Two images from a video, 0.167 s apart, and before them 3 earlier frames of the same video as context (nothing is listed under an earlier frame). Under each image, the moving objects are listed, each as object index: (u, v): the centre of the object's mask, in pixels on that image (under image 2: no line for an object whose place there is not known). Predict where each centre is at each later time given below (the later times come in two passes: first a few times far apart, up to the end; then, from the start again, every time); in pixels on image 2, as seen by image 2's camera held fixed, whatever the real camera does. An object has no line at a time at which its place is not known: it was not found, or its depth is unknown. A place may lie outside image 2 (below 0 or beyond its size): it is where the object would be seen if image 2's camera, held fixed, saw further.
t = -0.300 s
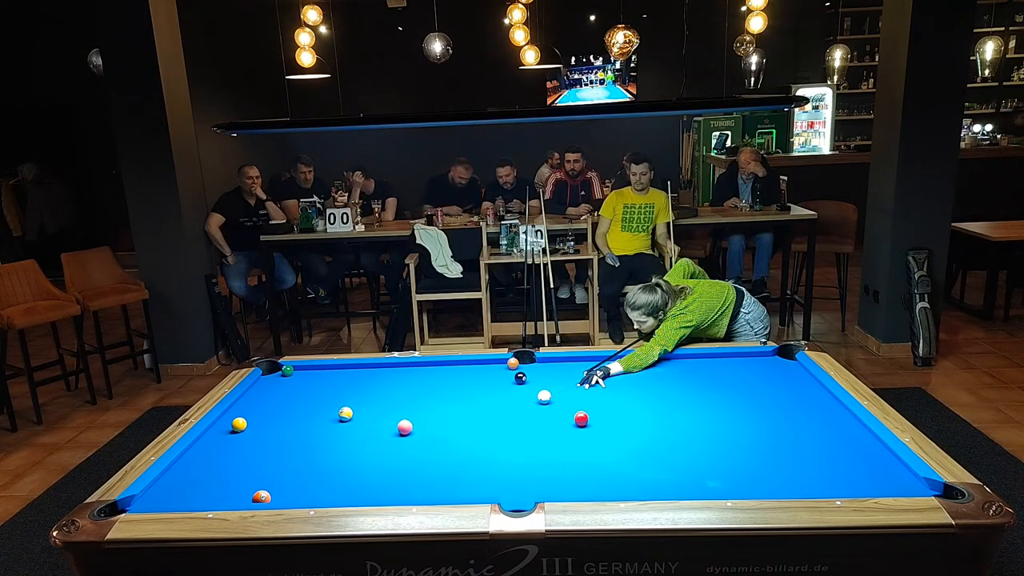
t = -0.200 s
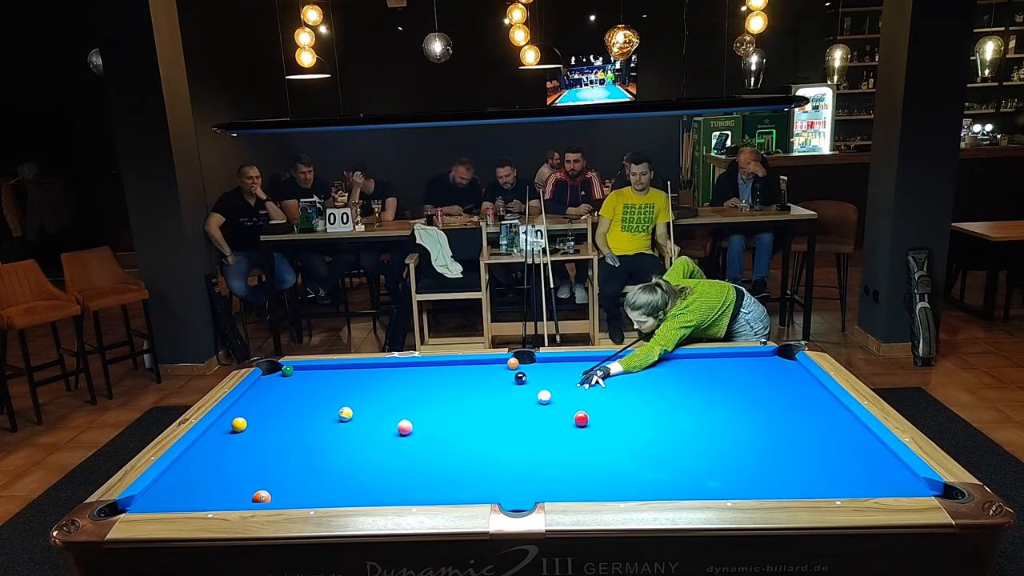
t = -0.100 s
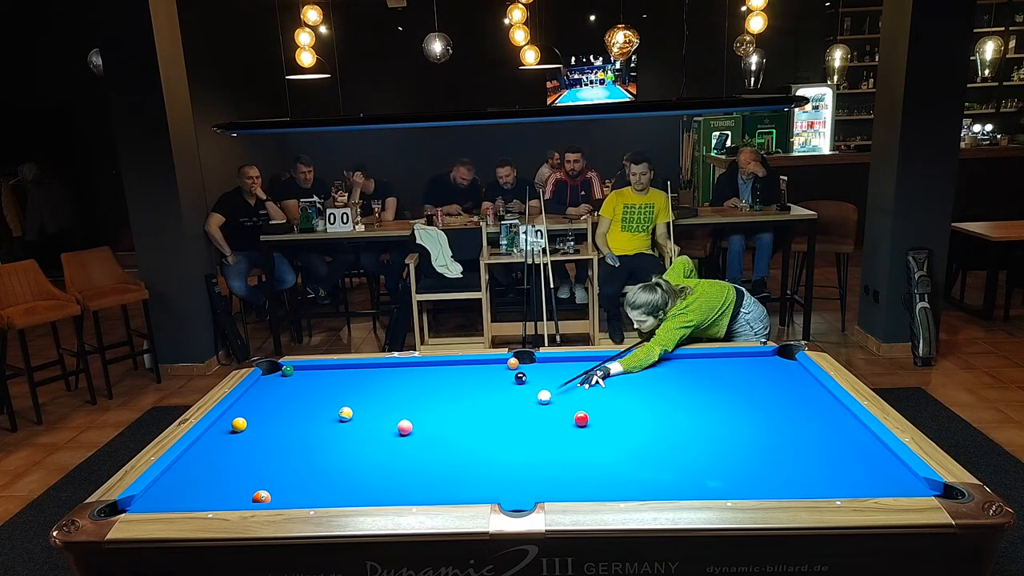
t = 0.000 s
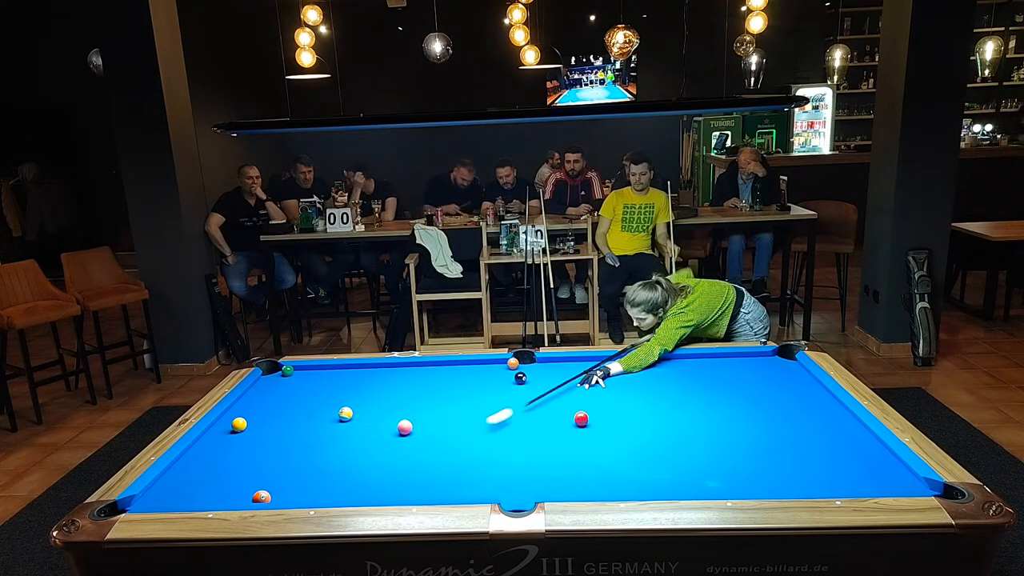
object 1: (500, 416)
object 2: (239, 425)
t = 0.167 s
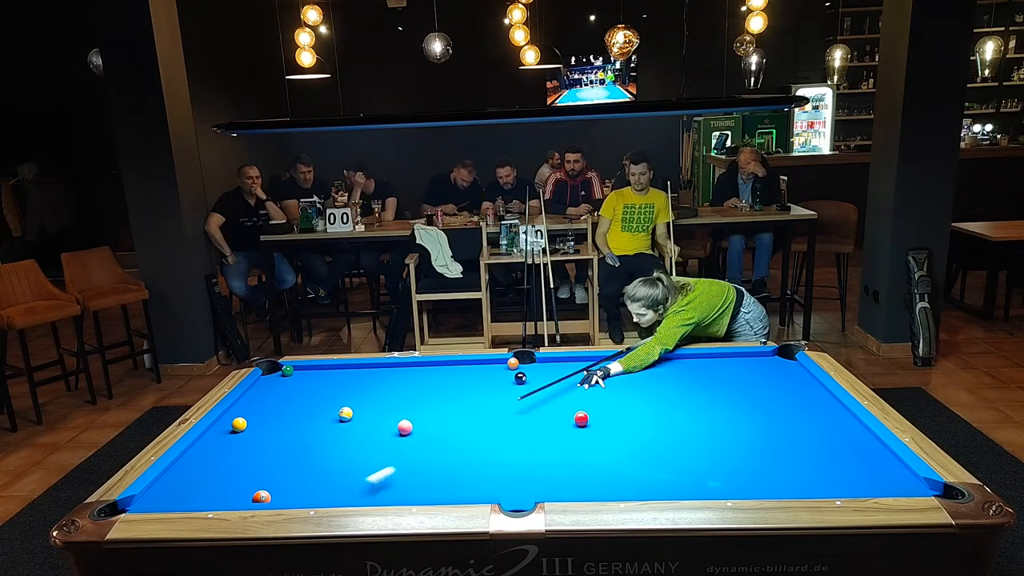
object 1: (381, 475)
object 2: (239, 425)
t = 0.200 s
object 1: (353, 489)
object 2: (239, 425)
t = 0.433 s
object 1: (282, 447)
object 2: (239, 425)
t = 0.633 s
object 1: (254, 424)
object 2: (222, 420)
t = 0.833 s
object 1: (276, 413)
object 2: (249, 413)
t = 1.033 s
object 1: (307, 404)
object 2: (259, 407)
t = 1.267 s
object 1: (336, 395)
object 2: (269, 401)
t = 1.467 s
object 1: (360, 387)
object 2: (277, 396)
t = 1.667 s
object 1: (382, 380)
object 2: (285, 391)
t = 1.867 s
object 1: (402, 373)
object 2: (291, 387)
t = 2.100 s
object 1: (424, 366)
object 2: (298, 383)
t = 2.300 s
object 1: (442, 365)
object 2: (303, 379)
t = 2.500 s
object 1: (461, 367)
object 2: (308, 376)
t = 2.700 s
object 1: (479, 369)
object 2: (313, 373)
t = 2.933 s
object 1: (500, 371)
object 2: (317, 371)
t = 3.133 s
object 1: (517, 370)
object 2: (321, 368)
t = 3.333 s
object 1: (535, 373)
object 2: (322, 368)
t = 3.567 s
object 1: (554, 373)
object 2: (323, 369)
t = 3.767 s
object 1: (570, 374)
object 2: (323, 370)
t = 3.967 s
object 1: (585, 374)
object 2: (324, 370)
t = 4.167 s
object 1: (599, 374)
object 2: (324, 370)
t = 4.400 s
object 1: (615, 375)
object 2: (324, 371)
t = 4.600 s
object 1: (628, 375)
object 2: (324, 371)
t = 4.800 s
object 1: (640, 375)
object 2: (324, 371)
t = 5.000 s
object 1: (651, 376)
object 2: (324, 371)
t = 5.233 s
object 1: (664, 376)
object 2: (324, 371)
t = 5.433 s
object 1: (673, 376)
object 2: (324, 371)
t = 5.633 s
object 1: (682, 376)
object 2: (324, 371)
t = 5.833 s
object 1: (691, 376)
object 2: (324, 371)
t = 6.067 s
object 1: (699, 376)
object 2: (324, 371)
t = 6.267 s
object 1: (706, 377)
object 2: (324, 371)
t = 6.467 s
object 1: (712, 377)
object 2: (324, 371)
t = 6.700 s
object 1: (718, 377)
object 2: (324, 371)
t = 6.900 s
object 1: (722, 377)
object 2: (324, 371)
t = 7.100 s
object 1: (724, 377)
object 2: (324, 371)
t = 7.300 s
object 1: (727, 377)
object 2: (324, 371)
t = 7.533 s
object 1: (729, 377)
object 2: (324, 371)
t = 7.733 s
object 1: (730, 377)
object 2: (324, 371)
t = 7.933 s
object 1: (730, 377)
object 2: (324, 371)
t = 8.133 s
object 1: (730, 377)
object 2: (324, 371)
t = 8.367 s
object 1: (730, 377)
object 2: (324, 371)
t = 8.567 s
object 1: (730, 377)
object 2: (324, 371)
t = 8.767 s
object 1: (731, 377)
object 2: (324, 371)
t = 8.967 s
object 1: (731, 377)
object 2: (324, 371)
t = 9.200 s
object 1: (731, 377)
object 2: (324, 371)
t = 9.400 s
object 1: (731, 377)
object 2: (324, 371)
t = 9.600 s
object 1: (731, 377)
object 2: (324, 371)
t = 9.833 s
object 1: (731, 377)
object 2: (324, 371)
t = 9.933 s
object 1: (731, 377)
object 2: (324, 371)
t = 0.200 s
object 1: (353, 489)
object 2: (239, 425)
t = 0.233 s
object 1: (333, 492)
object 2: (239, 425)
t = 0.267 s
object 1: (323, 483)
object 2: (239, 425)
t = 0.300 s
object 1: (315, 475)
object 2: (239, 425)
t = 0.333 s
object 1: (306, 467)
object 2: (239, 425)
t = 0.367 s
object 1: (298, 460)
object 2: (239, 425)
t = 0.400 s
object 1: (290, 453)
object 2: (239, 425)
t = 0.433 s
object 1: (282, 447)
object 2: (239, 425)
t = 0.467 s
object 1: (274, 441)
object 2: (239, 425)
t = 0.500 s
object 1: (266, 436)
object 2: (239, 425)
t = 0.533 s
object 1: (258, 431)
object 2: (239, 425)
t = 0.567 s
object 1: (252, 427)
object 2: (238, 424)
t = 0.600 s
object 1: (251, 425)
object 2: (231, 421)
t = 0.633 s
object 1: (254, 424)
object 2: (222, 420)
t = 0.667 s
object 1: (256, 422)
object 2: (227, 418)
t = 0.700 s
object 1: (258, 420)
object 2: (235, 417)
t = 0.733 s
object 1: (259, 418)
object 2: (243, 416)
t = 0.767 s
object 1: (263, 416)
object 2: (248, 416)
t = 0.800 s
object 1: (270, 415)
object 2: (248, 414)
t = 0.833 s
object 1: (276, 413)
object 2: (249, 413)
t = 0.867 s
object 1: (282, 412)
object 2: (251, 412)
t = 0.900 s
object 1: (288, 410)
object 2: (252, 411)
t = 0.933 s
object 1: (293, 409)
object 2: (254, 410)
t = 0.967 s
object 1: (298, 407)
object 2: (256, 409)
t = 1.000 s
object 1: (302, 406)
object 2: (257, 408)
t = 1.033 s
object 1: (307, 404)
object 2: (259, 407)
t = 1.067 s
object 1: (311, 403)
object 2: (260, 406)
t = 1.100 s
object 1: (316, 401)
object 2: (262, 405)
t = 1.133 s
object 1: (320, 400)
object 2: (263, 404)
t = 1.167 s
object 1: (324, 398)
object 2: (265, 403)
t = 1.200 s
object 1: (328, 397)
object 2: (266, 402)
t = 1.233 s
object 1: (332, 396)
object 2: (268, 402)
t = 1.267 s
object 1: (336, 395)
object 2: (269, 401)
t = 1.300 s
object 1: (341, 393)
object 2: (271, 400)
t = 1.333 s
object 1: (344, 392)
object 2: (272, 399)
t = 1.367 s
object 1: (348, 391)
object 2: (273, 398)
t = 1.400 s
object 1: (352, 389)
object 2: (275, 397)
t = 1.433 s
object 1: (356, 388)
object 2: (276, 397)
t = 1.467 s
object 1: (360, 387)
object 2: (277, 396)
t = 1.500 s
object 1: (364, 386)
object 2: (279, 395)
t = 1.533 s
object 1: (367, 385)
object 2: (280, 394)
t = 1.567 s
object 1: (371, 383)
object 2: (281, 393)
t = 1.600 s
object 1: (375, 382)
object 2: (282, 392)
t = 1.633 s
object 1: (378, 381)
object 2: (283, 392)
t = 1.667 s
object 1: (382, 380)
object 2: (285, 391)
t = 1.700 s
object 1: (385, 379)
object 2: (286, 390)
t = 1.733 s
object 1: (388, 378)
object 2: (287, 390)
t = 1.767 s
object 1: (392, 377)
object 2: (288, 389)
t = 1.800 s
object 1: (395, 375)
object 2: (289, 388)
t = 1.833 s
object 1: (399, 374)
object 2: (290, 388)
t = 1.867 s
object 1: (402, 373)
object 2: (291, 387)
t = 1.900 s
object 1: (405, 372)
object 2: (292, 386)
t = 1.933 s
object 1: (408, 371)
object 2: (293, 386)
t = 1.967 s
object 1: (412, 370)
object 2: (294, 385)
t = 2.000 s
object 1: (415, 369)
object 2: (295, 384)
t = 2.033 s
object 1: (418, 368)
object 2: (296, 384)
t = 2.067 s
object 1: (421, 367)
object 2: (297, 383)
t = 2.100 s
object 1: (424, 366)
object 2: (298, 383)
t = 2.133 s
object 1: (427, 365)
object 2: (299, 382)
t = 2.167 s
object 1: (430, 364)
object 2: (300, 381)
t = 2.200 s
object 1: (433, 364)
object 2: (301, 381)
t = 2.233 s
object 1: (436, 364)
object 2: (302, 380)
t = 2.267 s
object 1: (439, 365)
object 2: (303, 380)
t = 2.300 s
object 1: (442, 365)
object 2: (303, 379)
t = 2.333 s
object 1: (445, 365)
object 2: (304, 378)
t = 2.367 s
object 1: (448, 366)
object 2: (305, 378)
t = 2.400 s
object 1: (452, 366)
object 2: (306, 377)
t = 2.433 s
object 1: (455, 366)
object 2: (306, 377)
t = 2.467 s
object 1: (458, 366)
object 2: (307, 377)
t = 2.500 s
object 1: (461, 367)
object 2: (308, 376)
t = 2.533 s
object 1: (464, 367)
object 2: (309, 375)
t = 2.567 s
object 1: (467, 367)
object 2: (310, 375)
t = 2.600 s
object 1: (470, 368)
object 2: (310, 374)
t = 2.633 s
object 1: (473, 368)
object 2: (311, 374)
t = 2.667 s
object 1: (476, 368)
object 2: (312, 374)
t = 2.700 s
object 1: (479, 369)
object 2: (313, 373)
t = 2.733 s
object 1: (482, 369)
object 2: (313, 373)
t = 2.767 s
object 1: (485, 369)
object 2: (314, 372)
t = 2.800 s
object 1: (489, 369)
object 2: (315, 372)
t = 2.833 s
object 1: (491, 370)
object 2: (315, 372)
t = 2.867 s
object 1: (494, 370)
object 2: (316, 371)
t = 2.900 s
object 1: (497, 370)
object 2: (317, 371)
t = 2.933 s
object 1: (500, 371)
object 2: (317, 371)
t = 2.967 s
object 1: (503, 371)
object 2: (318, 370)
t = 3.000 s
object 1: (506, 371)
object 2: (318, 370)
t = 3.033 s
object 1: (509, 371)
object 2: (319, 369)
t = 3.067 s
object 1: (512, 371)
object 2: (320, 369)
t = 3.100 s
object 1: (514, 371)
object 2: (320, 369)
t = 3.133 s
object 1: (517, 370)
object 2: (321, 368)
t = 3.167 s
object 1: (521, 370)
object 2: (321, 368)
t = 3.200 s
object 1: (525, 371)
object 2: (322, 368)
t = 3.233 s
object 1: (527, 372)
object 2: (322, 368)
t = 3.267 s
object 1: (530, 372)
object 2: (322, 368)
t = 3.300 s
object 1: (532, 372)
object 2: (322, 368)
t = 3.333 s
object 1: (535, 373)
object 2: (322, 368)
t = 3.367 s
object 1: (538, 373)
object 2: (322, 368)
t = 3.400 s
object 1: (541, 373)
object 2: (322, 368)
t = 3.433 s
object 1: (543, 373)
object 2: (323, 368)
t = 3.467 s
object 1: (546, 373)
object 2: (323, 369)
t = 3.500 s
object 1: (549, 373)
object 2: (323, 369)
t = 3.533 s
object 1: (552, 373)
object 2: (323, 369)
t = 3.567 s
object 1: (554, 373)
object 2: (323, 369)
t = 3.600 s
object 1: (557, 373)
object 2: (323, 369)
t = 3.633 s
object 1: (560, 374)
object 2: (323, 369)
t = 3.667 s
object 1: (562, 374)
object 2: (323, 369)
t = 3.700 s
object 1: (565, 374)
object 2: (323, 369)
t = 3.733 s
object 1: (567, 374)
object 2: (323, 369)
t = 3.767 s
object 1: (570, 374)
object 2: (323, 370)
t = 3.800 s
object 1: (572, 374)
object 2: (323, 370)
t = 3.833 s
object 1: (575, 374)
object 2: (323, 370)
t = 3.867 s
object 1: (577, 374)
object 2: (324, 370)
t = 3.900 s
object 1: (580, 374)
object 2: (324, 370)
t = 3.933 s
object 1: (582, 374)
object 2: (324, 370)
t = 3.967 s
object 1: (585, 374)
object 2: (324, 370)
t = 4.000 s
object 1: (587, 374)
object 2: (324, 370)
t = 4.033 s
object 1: (590, 374)
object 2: (324, 370)
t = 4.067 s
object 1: (592, 374)
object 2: (324, 370)
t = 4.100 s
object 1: (595, 374)
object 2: (324, 370)
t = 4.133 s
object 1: (597, 374)
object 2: (324, 370)
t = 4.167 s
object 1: (599, 374)
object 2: (324, 370)
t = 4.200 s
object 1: (602, 374)
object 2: (324, 371)
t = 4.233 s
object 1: (604, 374)
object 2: (324, 371)
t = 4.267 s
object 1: (606, 375)
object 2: (324, 371)
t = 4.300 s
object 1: (608, 375)
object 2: (324, 371)
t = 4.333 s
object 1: (611, 375)
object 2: (324, 371)
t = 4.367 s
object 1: (613, 375)
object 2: (324, 371)
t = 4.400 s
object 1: (615, 375)
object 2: (324, 371)
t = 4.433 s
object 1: (617, 375)
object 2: (324, 371)
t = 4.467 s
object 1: (620, 375)
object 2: (324, 371)
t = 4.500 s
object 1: (622, 375)
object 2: (324, 371)
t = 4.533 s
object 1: (624, 375)
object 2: (324, 371)
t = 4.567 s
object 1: (626, 375)
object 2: (324, 371)
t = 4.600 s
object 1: (628, 375)
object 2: (324, 371)
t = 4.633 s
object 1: (630, 375)
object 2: (324, 371)
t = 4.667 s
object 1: (632, 375)
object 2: (324, 371)
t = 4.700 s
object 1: (634, 375)
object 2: (324, 371)
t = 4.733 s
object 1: (636, 375)
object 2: (324, 371)
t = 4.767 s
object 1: (638, 375)
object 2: (324, 371)
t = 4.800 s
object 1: (640, 375)
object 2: (324, 371)
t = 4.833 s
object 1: (642, 375)
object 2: (324, 371)
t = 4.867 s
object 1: (644, 375)
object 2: (324, 371)
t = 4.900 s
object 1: (646, 375)
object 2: (324, 371)
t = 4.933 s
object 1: (648, 376)
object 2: (324, 371)
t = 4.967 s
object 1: (650, 376)
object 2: (324, 371)
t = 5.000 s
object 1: (651, 376)
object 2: (324, 371)
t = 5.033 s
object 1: (653, 376)
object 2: (324, 371)
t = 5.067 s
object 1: (655, 376)
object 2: (324, 371)
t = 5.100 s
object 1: (657, 376)
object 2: (324, 371)
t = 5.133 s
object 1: (659, 376)
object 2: (324, 371)
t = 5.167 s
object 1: (660, 376)
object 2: (324, 371)
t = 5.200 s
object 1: (662, 376)
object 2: (324, 371)
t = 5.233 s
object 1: (664, 376)
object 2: (324, 371)
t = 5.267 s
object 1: (665, 376)
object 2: (324, 371)
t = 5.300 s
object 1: (667, 376)
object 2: (324, 371)
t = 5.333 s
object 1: (669, 376)
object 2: (324, 371)
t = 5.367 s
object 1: (670, 376)
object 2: (324, 371)
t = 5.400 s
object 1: (672, 376)
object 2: (324, 371)
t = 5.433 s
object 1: (673, 376)
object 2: (324, 371)
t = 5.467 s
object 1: (675, 376)
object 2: (324, 371)
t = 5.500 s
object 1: (677, 376)
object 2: (324, 371)
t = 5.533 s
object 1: (678, 376)
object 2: (324, 371)
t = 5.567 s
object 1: (679, 376)
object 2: (324, 371)
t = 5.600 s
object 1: (681, 376)
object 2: (324, 371)
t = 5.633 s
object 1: (682, 376)
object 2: (324, 371)
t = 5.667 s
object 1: (684, 376)
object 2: (324, 371)
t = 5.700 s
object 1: (685, 376)
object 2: (324, 371)
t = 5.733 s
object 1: (687, 376)
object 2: (324, 371)
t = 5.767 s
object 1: (688, 376)
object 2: (324, 371)
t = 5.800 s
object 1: (689, 376)
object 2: (324, 371)
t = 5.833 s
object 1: (691, 376)
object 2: (324, 371)
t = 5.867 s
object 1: (692, 376)
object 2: (324, 371)
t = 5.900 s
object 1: (693, 376)
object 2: (324, 371)
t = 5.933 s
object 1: (694, 376)
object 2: (324, 371)
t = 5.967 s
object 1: (696, 377)
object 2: (324, 371)
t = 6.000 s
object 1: (697, 376)
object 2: (324, 371)
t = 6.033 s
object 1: (698, 377)
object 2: (324, 371)
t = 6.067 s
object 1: (699, 376)
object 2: (324, 371)
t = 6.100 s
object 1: (700, 377)
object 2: (324, 371)
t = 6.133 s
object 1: (702, 377)
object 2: (324, 371)
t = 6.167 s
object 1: (703, 377)
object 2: (324, 371)
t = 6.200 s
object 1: (704, 377)
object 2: (324, 371)
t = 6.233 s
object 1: (705, 377)
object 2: (324, 371)
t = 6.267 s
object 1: (706, 377)
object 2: (324, 371)
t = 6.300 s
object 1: (707, 377)
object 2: (324, 371)
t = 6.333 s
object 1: (708, 377)
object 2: (324, 371)
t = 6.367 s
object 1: (709, 377)
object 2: (324, 371)
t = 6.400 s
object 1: (710, 377)
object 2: (324, 371)
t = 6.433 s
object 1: (711, 377)
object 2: (324, 371)
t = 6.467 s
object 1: (712, 377)
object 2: (324, 371)
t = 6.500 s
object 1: (713, 377)
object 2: (324, 371)
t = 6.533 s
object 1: (714, 377)
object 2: (324, 371)
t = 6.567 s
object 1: (714, 377)
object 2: (324, 371)
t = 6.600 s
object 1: (715, 377)
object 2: (324, 371)
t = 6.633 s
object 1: (716, 377)
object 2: (324, 371)
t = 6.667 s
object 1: (717, 377)
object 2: (324, 371)
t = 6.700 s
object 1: (718, 377)
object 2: (324, 371)
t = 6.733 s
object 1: (718, 377)
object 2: (324, 371)
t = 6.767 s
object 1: (719, 377)
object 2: (324, 371)
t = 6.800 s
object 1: (720, 377)
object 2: (324, 371)
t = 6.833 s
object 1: (720, 377)
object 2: (324, 371)
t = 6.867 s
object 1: (721, 377)
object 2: (324, 371)
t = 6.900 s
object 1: (722, 377)
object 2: (324, 371)
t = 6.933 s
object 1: (722, 377)
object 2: (324, 371)
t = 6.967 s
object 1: (723, 377)
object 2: (324, 371)
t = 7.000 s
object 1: (723, 377)
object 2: (324, 371)
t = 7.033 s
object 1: (724, 377)
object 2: (324, 371)
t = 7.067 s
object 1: (724, 377)
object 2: (324, 371)
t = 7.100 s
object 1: (724, 377)
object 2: (324, 371)
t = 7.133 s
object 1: (725, 377)
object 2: (324, 371)
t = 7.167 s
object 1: (726, 377)
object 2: (324, 371)
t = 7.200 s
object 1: (726, 377)
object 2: (324, 371)
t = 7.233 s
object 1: (726, 377)
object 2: (324, 371)
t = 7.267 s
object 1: (727, 377)
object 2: (324, 371)
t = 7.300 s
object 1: (727, 377)
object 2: (324, 371)
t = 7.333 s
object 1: (728, 377)
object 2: (324, 371)
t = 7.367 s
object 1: (728, 377)
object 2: (324, 371)
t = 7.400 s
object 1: (728, 377)
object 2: (324, 371)
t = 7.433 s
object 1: (728, 377)
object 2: (324, 371)
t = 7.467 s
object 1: (729, 377)
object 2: (324, 371)
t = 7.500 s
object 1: (729, 377)
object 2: (324, 371)
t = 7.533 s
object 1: (729, 377)
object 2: (324, 371)
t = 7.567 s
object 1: (729, 377)
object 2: (324, 371)
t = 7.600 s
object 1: (729, 377)
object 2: (324, 371)
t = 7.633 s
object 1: (730, 377)
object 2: (324, 371)
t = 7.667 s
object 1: (730, 377)
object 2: (324, 371)
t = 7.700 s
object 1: (730, 377)
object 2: (324, 371)
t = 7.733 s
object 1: (730, 377)
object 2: (324, 371)
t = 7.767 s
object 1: (730, 377)
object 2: (324, 371)
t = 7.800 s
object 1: (730, 377)
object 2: (324, 371)
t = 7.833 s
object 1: (730, 377)
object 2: (324, 371)
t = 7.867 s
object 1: (730, 377)
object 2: (324, 371)
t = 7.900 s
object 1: (730, 377)
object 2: (324, 371)
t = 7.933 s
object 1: (730, 377)
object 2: (324, 371)
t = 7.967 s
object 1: (730, 377)
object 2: (324, 371)
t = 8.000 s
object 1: (730, 377)
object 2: (324, 371)
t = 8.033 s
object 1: (730, 377)
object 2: (324, 371)
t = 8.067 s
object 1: (730, 377)
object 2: (324, 371)
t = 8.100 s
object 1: (730, 377)
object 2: (324, 371)
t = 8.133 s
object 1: (730, 377)
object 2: (324, 371)
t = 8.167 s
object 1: (730, 377)
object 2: (324, 371)
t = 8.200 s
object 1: (730, 377)
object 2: (324, 371)
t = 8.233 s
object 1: (730, 377)
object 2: (324, 371)
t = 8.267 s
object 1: (730, 377)
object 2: (324, 371)
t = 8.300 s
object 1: (730, 377)
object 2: (324, 371)
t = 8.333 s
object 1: (730, 377)
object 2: (324, 371)
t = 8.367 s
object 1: (730, 377)
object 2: (324, 371)
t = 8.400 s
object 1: (730, 377)
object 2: (324, 371)
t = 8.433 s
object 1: (730, 377)
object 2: (324, 371)
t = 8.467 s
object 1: (730, 377)
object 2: (324, 371)
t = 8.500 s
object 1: (730, 377)
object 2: (324, 371)
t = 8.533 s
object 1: (730, 377)
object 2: (324, 371)
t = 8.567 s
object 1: (730, 377)
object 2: (324, 371)
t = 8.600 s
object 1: (730, 377)
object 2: (324, 371)
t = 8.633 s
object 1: (730, 377)
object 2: (324, 371)
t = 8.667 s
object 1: (730, 377)
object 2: (324, 371)
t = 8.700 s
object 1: (730, 377)
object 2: (324, 371)
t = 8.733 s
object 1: (731, 377)
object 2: (324, 371)
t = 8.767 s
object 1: (731, 377)
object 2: (324, 371)
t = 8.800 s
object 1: (731, 377)
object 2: (324, 371)
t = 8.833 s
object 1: (731, 377)
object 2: (324, 371)
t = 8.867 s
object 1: (731, 377)
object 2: (324, 371)
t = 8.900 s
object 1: (731, 377)
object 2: (324, 371)
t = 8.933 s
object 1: (731, 377)
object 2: (324, 371)
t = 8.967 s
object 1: (731, 377)
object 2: (324, 371)
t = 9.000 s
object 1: (731, 377)
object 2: (324, 371)
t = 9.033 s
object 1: (731, 377)
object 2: (324, 371)
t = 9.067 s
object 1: (731, 377)
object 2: (324, 371)
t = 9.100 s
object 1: (731, 377)
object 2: (324, 371)
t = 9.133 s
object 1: (731, 377)
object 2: (324, 371)
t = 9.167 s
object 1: (731, 377)
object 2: (324, 371)
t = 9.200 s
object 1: (731, 377)
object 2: (324, 371)
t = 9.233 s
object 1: (731, 377)
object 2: (324, 371)
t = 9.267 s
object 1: (731, 377)
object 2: (324, 371)
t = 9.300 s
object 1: (731, 377)
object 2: (324, 371)
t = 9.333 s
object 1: (731, 377)
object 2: (324, 371)
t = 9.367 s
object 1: (731, 377)
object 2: (324, 371)
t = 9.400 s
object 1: (731, 377)
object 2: (324, 371)
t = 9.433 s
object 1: (731, 377)
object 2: (324, 371)
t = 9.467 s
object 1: (731, 377)
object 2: (324, 371)
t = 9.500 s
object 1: (731, 377)
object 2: (324, 371)
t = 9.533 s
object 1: (731, 377)
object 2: (324, 371)
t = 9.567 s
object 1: (731, 377)
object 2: (324, 371)
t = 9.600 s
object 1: (731, 377)
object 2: (324, 371)
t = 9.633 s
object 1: (731, 377)
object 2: (324, 371)
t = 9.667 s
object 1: (731, 377)
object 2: (324, 371)
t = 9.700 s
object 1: (731, 377)
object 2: (324, 371)
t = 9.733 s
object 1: (731, 377)
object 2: (324, 371)
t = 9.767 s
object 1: (731, 377)
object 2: (324, 371)
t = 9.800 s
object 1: (731, 377)
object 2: (324, 371)
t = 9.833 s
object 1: (731, 377)
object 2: (324, 371)
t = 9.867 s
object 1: (731, 377)
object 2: (324, 371)
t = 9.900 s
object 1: (731, 377)
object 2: (324, 371)
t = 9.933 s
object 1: (731, 377)
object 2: (324, 371)
